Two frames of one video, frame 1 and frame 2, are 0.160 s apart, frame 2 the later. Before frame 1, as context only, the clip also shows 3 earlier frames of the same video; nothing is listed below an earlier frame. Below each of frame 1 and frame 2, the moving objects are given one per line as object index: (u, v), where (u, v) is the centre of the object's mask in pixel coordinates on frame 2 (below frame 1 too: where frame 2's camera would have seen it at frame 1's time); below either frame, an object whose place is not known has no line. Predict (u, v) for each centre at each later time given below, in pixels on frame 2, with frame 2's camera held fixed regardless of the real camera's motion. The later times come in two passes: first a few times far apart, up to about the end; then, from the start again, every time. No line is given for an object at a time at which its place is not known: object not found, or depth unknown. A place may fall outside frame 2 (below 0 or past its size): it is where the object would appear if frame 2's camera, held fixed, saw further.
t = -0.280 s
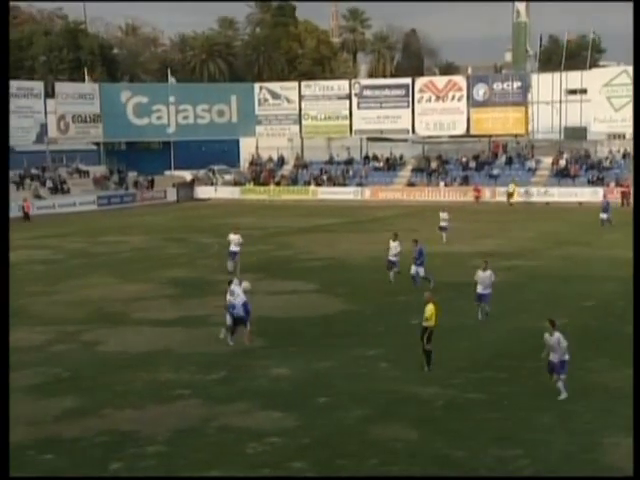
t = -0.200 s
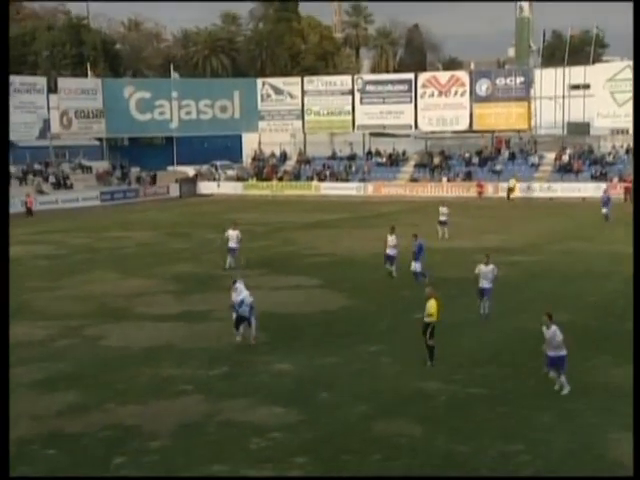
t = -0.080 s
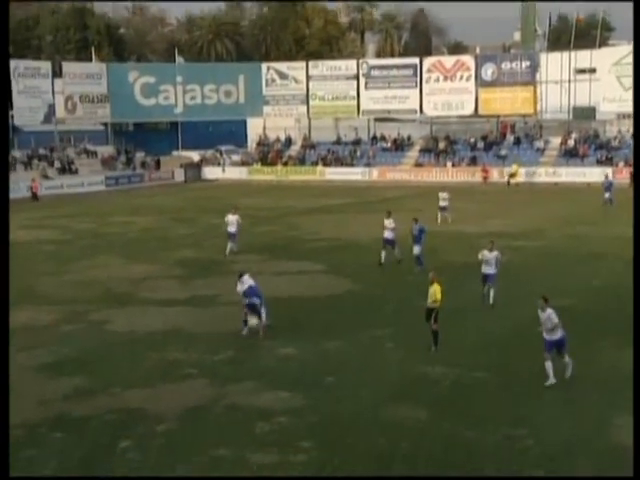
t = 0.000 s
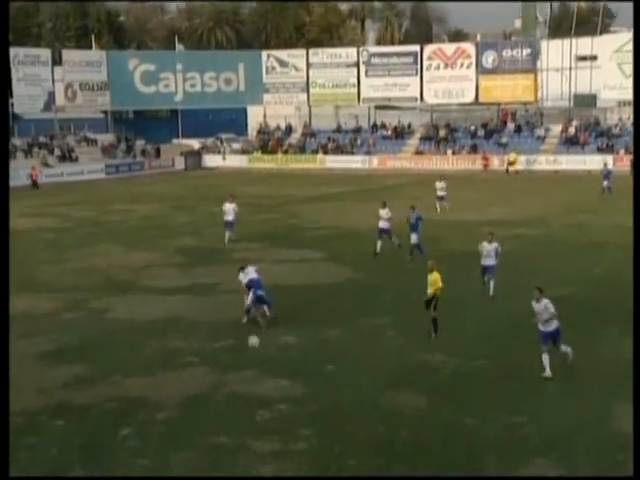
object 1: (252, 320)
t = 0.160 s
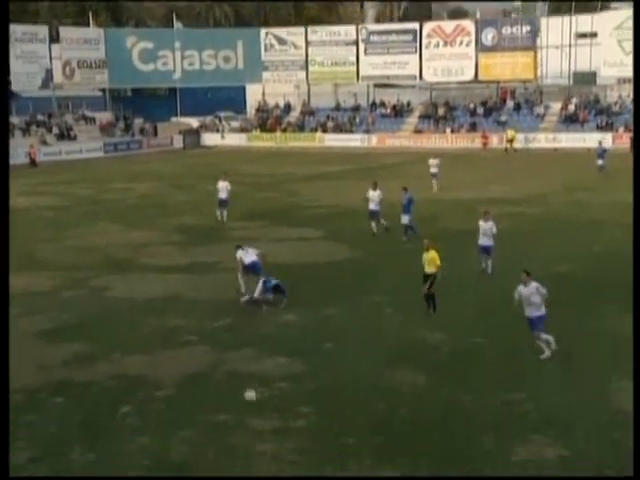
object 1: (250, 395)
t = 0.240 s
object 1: (243, 385)
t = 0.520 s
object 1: (217, 372)
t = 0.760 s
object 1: (192, 402)
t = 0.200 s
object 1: (246, 390)
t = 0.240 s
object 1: (243, 385)
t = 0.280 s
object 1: (239, 380)
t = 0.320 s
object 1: (236, 376)
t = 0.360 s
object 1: (232, 373)
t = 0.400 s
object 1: (228, 371)
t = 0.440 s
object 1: (225, 370)
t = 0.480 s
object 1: (221, 370)
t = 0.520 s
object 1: (217, 372)
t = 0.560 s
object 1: (213, 374)
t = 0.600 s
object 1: (209, 377)
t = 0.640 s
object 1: (205, 381)
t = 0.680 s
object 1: (200, 387)
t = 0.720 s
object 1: (196, 394)
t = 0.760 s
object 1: (192, 402)
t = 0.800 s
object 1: (187, 412)
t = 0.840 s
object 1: (182, 423)
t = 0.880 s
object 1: (178, 436)
